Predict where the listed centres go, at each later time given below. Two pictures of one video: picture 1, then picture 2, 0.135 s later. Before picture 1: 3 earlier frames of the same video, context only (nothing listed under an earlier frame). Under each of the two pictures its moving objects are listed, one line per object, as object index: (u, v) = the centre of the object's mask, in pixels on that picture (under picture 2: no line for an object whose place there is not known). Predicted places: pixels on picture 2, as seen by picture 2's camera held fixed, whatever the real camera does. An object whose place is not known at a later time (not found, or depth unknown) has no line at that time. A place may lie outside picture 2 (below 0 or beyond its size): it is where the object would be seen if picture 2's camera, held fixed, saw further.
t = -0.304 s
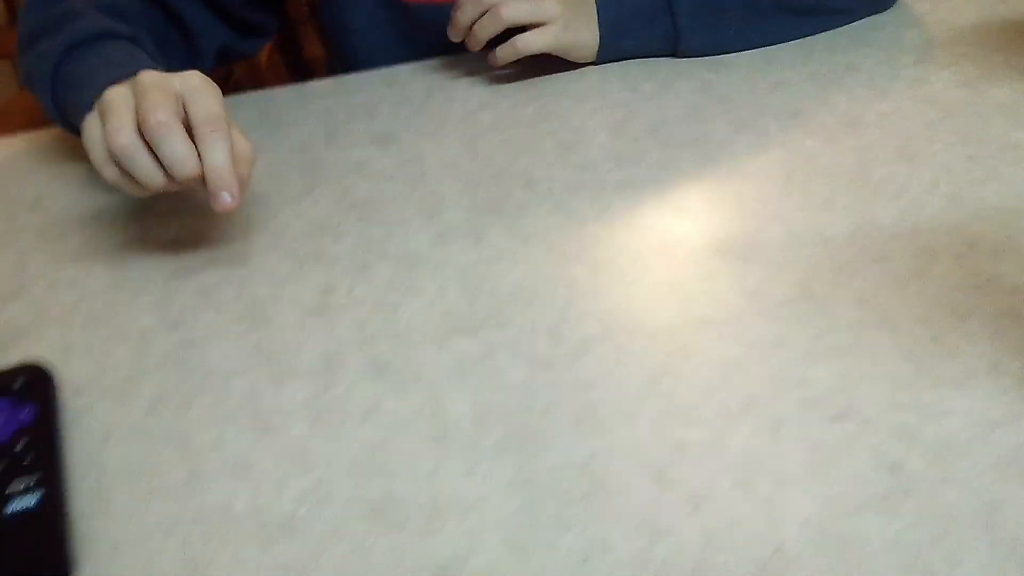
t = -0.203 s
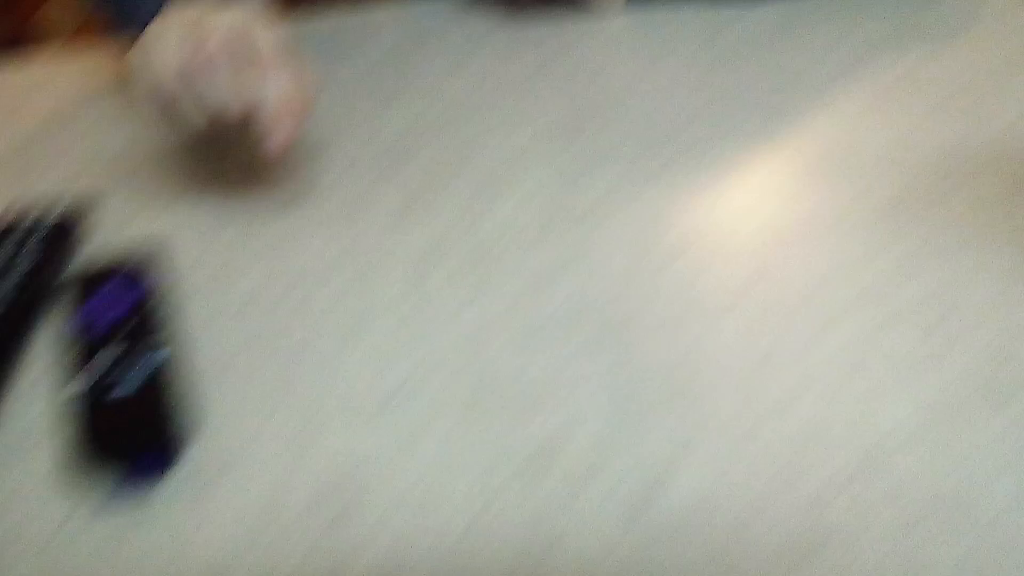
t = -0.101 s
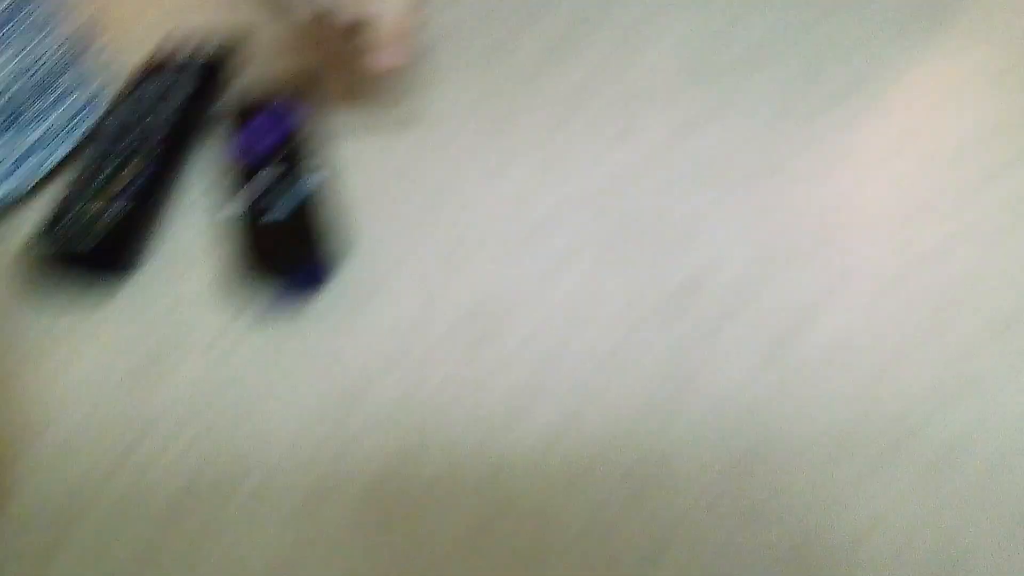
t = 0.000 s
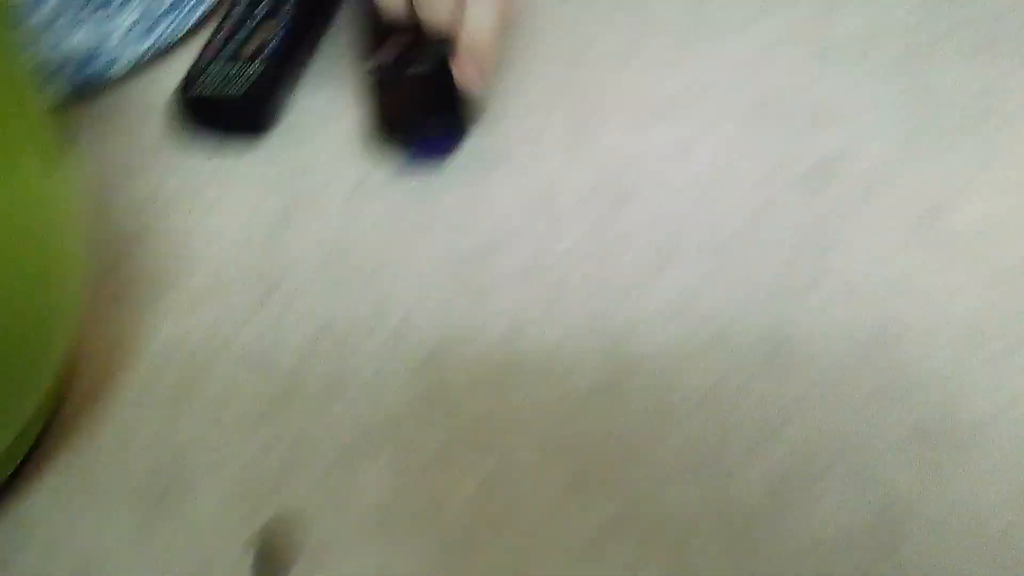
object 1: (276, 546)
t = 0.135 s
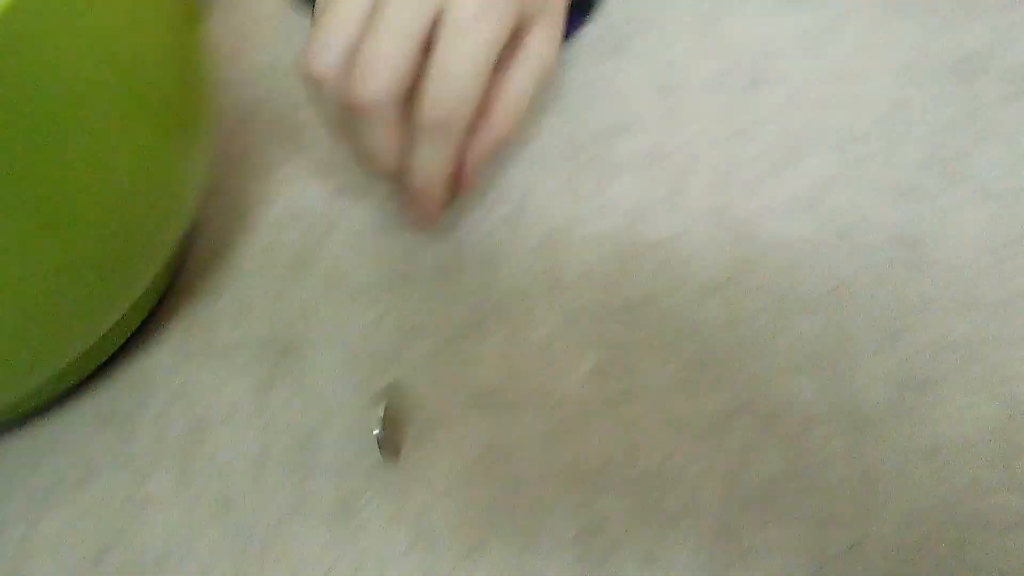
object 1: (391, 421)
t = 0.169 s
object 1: (391, 421)
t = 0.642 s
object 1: (386, 415)
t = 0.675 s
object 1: (389, 425)
